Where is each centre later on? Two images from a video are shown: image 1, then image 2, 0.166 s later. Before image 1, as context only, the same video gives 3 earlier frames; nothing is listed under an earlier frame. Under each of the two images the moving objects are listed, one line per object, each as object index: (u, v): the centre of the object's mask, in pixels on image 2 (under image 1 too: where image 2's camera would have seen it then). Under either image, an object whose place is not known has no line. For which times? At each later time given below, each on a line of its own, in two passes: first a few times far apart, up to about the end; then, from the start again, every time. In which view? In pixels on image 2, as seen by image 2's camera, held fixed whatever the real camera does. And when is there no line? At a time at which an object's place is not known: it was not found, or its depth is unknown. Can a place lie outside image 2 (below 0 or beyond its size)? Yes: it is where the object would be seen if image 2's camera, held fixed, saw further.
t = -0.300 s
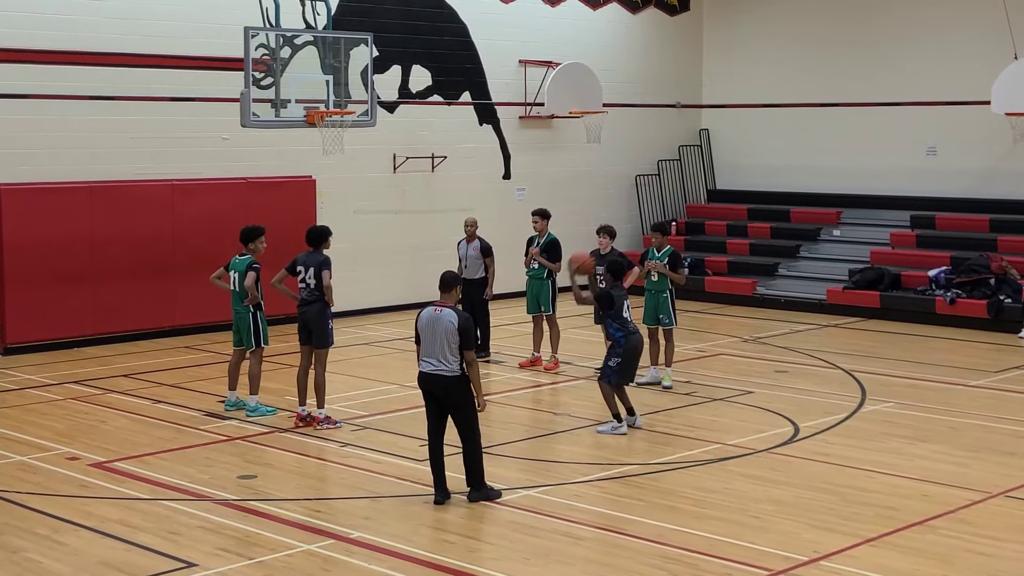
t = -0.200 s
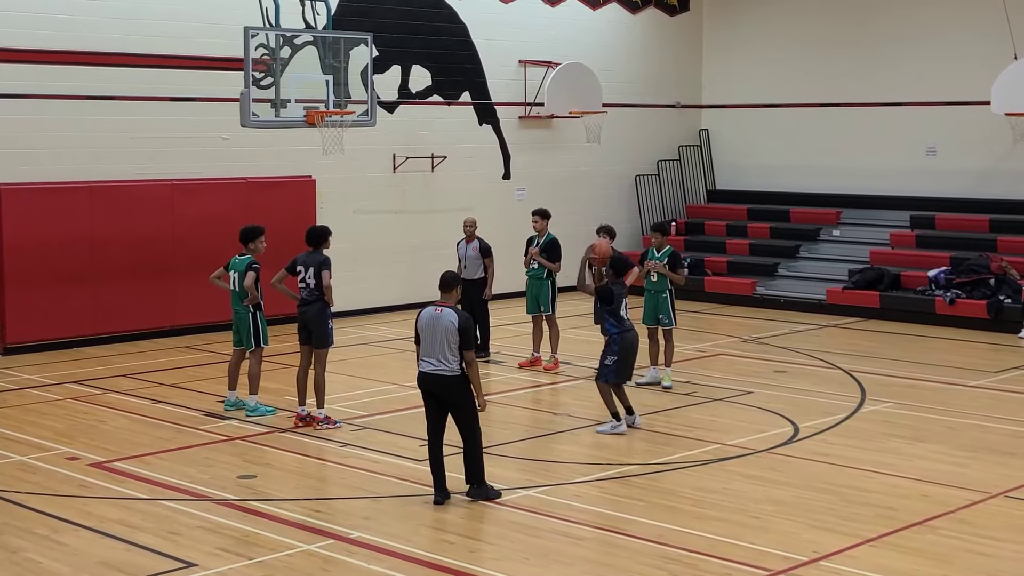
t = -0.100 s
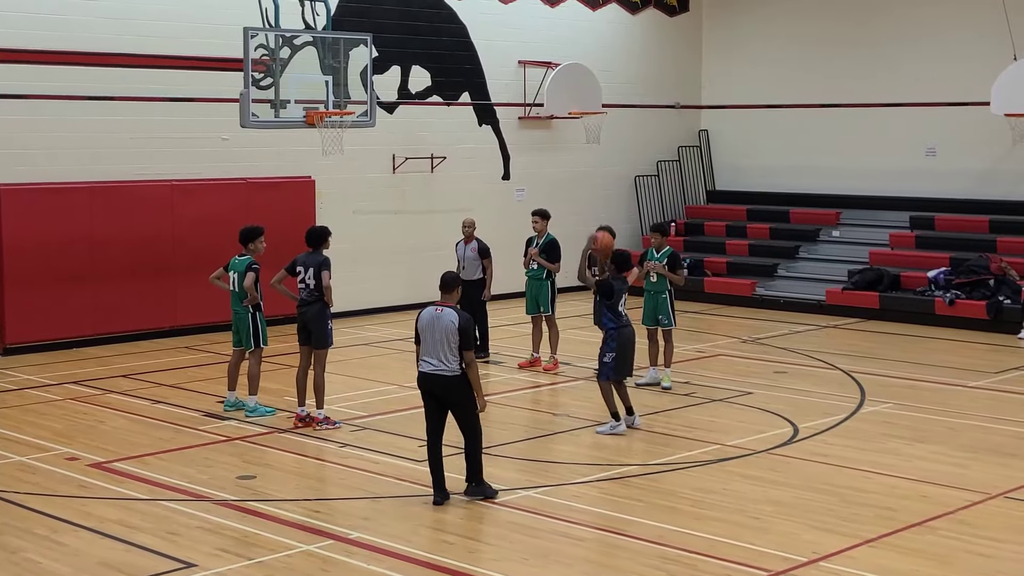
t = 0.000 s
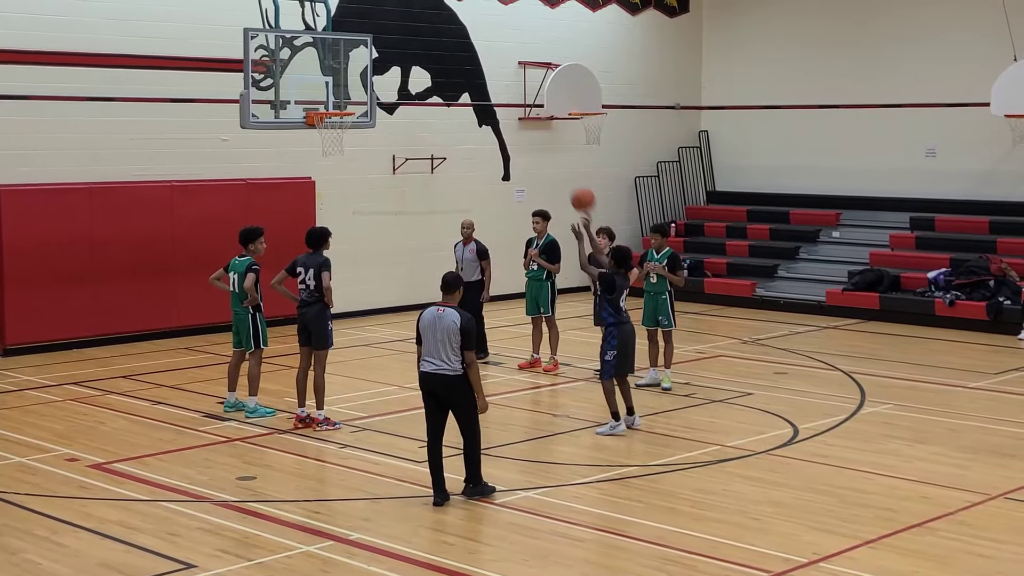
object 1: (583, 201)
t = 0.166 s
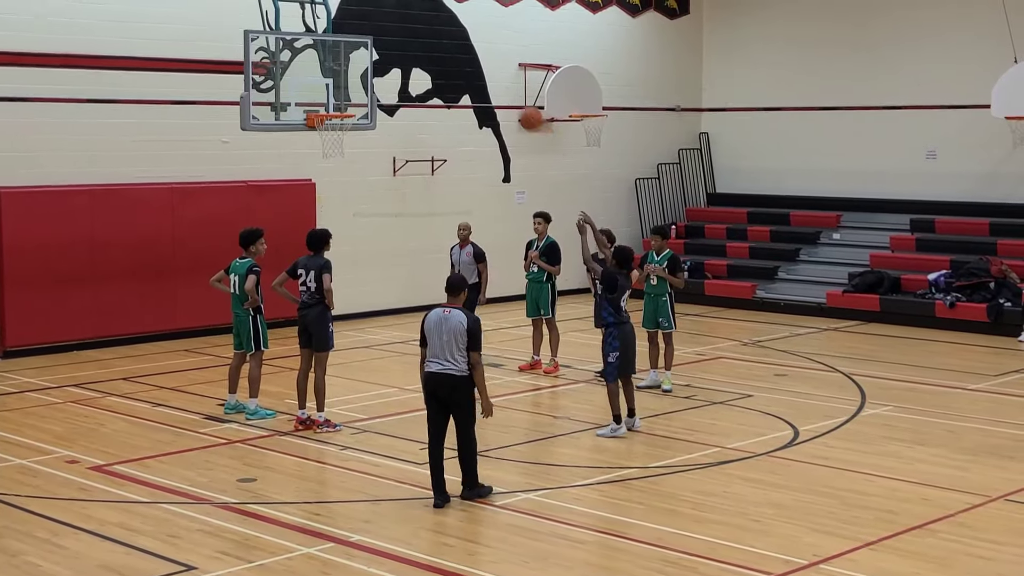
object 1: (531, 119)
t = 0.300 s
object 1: (492, 75)
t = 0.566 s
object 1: (421, 44)
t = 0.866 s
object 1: (351, 85)
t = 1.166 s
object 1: (316, 150)
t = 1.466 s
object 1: (314, 232)
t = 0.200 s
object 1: (522, 106)
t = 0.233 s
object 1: (511, 94)
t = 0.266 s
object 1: (502, 84)
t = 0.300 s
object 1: (492, 75)
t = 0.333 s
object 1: (481, 67)
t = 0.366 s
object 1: (473, 61)
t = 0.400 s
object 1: (464, 55)
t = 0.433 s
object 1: (455, 51)
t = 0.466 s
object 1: (446, 48)
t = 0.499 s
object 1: (437, 45)
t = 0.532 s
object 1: (429, 44)
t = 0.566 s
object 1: (421, 44)
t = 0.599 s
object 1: (412, 44)
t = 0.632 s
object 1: (404, 46)
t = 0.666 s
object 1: (396, 49)
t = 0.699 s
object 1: (389, 53)
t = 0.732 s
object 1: (381, 57)
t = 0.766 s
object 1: (374, 63)
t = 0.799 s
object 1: (366, 69)
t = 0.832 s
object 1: (358, 77)
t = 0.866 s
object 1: (351, 85)
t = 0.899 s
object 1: (344, 94)
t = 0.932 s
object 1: (337, 104)
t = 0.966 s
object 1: (330, 110)
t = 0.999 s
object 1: (323, 126)
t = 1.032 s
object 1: (318, 134)
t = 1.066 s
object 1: (317, 137)
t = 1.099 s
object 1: (317, 140)
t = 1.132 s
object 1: (316, 145)
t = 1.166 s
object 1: (316, 150)
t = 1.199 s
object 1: (316, 156)
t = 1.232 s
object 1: (316, 163)
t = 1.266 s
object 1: (315, 170)
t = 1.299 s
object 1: (315, 178)
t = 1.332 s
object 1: (315, 188)
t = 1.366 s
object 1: (315, 197)
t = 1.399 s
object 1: (314, 208)
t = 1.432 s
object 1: (314, 220)
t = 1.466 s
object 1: (314, 232)
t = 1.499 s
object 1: (314, 246)
